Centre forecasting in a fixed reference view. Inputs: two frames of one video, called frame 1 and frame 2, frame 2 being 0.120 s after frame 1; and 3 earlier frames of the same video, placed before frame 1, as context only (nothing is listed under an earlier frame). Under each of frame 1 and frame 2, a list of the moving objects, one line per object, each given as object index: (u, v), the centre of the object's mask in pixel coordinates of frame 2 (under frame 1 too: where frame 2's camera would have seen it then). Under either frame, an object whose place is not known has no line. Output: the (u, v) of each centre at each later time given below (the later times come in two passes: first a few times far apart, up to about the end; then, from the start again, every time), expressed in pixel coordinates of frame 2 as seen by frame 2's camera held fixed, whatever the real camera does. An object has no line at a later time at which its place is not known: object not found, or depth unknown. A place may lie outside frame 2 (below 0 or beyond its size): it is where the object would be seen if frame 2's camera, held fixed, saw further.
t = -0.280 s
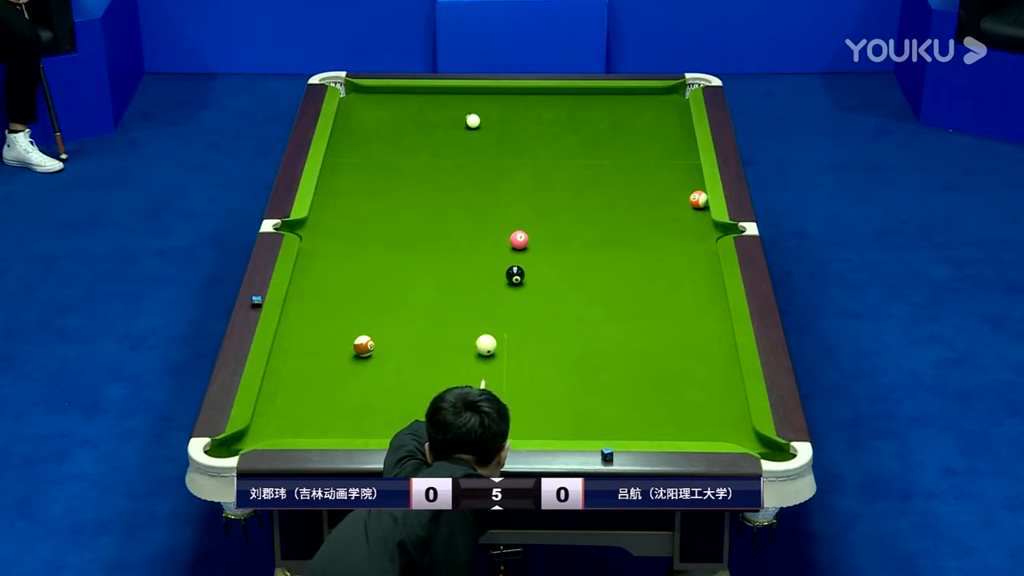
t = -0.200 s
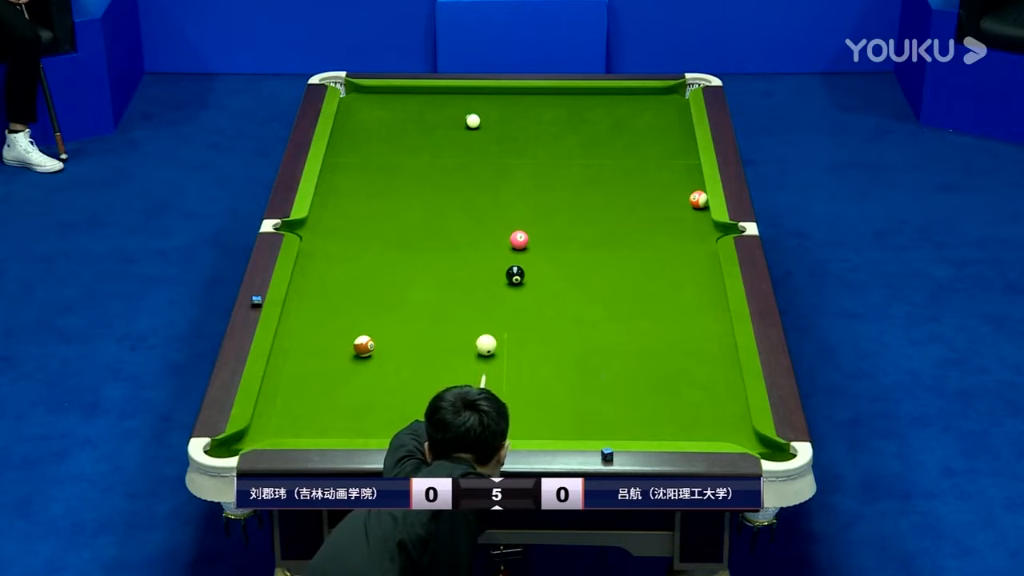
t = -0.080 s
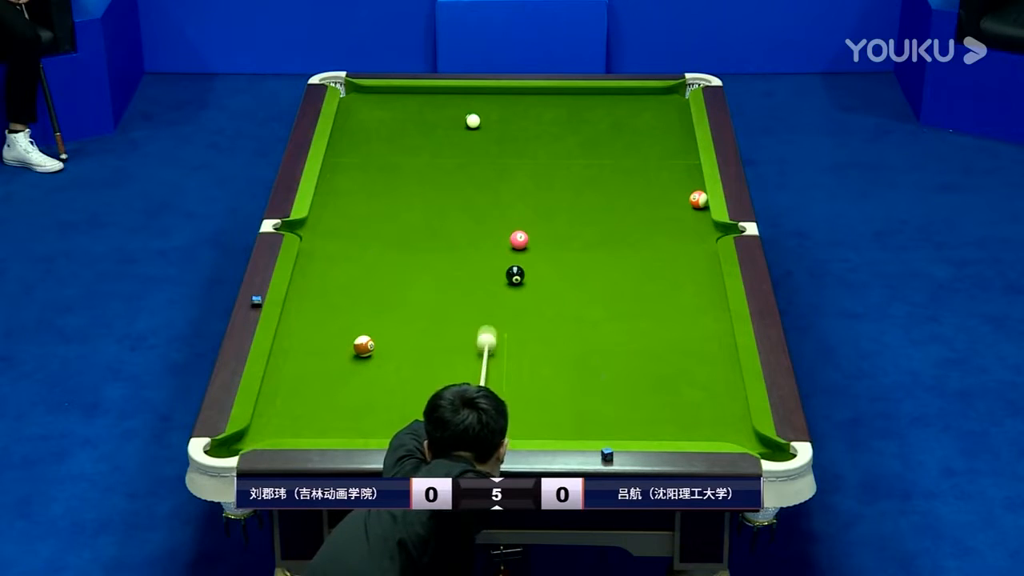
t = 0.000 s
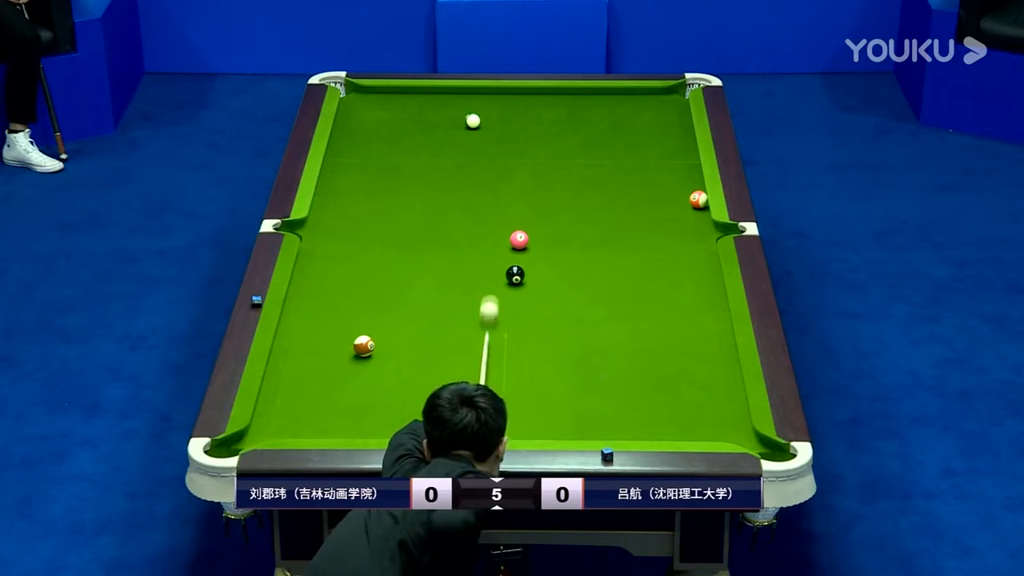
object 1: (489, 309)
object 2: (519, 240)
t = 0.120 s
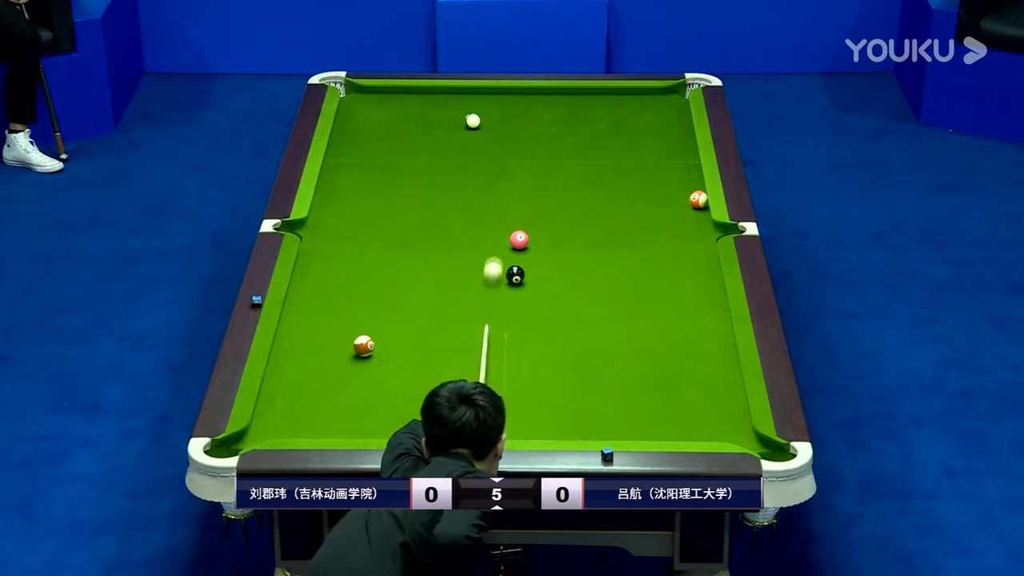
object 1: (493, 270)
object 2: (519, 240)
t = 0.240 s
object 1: (496, 237)
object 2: (519, 240)
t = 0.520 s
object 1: (502, 176)
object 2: (519, 240)
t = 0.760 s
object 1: (506, 131)
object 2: (519, 240)
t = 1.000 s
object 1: (510, 91)
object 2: (519, 240)
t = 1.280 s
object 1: (514, 123)
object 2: (519, 240)
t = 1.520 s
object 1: (517, 147)
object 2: (519, 240)
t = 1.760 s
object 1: (520, 173)
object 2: (519, 240)
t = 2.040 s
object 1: (523, 203)
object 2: (519, 240)
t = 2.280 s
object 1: (527, 229)
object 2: (519, 240)
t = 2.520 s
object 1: (544, 240)
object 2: (505, 256)
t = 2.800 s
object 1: (566, 251)
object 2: (491, 274)
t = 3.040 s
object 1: (583, 259)
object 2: (478, 289)
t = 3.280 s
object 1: (600, 267)
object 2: (466, 304)
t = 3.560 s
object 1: (618, 276)
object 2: (452, 321)
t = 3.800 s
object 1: (633, 283)
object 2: (441, 335)
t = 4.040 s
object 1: (647, 290)
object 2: (430, 349)
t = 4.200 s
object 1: (656, 294)
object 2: (422, 359)
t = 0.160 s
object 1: (494, 258)
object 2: (519, 240)
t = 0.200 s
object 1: (495, 247)
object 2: (519, 240)
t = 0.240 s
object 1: (496, 237)
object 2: (519, 240)
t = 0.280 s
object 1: (497, 228)
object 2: (519, 240)
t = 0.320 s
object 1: (498, 218)
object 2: (519, 240)
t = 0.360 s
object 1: (499, 210)
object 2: (519, 240)
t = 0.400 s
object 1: (499, 201)
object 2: (519, 240)
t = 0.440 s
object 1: (500, 192)
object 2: (519, 240)
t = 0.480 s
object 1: (501, 184)
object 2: (519, 240)
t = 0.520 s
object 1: (502, 176)
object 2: (519, 240)
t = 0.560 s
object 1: (503, 169)
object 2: (519, 240)
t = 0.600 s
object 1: (503, 161)
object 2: (519, 240)
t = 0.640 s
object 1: (504, 153)
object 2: (519, 240)
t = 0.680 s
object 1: (505, 146)
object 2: (519, 240)
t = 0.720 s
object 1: (506, 138)
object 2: (519, 240)
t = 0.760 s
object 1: (506, 131)
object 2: (519, 240)
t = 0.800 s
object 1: (507, 124)
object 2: (519, 240)
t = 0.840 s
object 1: (508, 118)
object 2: (519, 240)
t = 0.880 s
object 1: (509, 111)
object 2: (519, 240)
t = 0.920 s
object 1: (509, 104)
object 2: (519, 240)
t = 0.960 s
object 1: (510, 98)
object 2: (519, 240)
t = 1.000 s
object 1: (510, 91)
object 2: (519, 240)
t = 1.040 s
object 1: (511, 94)
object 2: (519, 240)
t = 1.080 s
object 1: (511, 100)
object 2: (519, 240)
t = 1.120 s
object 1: (512, 105)
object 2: (519, 240)
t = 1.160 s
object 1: (512, 110)
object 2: (519, 240)
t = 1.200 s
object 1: (513, 114)
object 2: (519, 240)
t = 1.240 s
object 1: (513, 119)
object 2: (519, 240)
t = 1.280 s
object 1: (514, 123)
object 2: (519, 240)
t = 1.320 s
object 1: (515, 127)
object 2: (519, 240)
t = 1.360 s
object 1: (515, 131)
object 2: (519, 240)
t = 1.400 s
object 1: (515, 135)
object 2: (519, 240)
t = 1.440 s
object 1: (516, 139)
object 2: (519, 240)
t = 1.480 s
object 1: (517, 143)
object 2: (519, 240)
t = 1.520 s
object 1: (517, 147)
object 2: (519, 240)
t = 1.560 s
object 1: (517, 152)
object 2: (519, 240)
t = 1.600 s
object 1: (518, 156)
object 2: (519, 240)
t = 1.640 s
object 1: (518, 160)
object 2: (519, 240)
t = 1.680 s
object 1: (519, 164)
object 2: (519, 240)
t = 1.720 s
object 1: (519, 168)
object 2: (519, 240)
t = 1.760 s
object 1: (520, 173)
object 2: (519, 240)
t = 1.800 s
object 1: (520, 177)
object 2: (519, 240)
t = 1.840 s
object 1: (520, 181)
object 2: (519, 240)
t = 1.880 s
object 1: (521, 186)
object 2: (519, 240)
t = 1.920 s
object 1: (521, 190)
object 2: (519, 240)
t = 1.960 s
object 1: (522, 195)
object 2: (519, 240)
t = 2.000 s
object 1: (522, 199)
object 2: (519, 240)
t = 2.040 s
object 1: (523, 203)
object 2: (519, 240)
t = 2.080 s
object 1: (523, 208)
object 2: (519, 240)
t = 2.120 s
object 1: (524, 212)
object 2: (519, 240)
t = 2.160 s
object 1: (524, 217)
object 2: (519, 240)
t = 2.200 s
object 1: (525, 221)
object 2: (519, 240)
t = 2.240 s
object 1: (526, 225)
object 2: (519, 240)
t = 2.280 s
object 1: (527, 229)
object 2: (519, 240)
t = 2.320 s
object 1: (529, 233)
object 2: (517, 242)
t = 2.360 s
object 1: (532, 234)
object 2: (514, 246)
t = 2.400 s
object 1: (535, 236)
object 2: (511, 248)
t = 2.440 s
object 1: (538, 237)
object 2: (509, 251)
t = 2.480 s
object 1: (541, 239)
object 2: (507, 253)
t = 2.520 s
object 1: (544, 240)
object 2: (505, 256)
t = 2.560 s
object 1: (547, 242)
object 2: (503, 258)
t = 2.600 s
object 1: (550, 243)
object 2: (500, 261)
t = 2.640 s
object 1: (553, 245)
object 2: (498, 264)
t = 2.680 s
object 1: (557, 247)
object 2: (496, 266)
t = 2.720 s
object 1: (559, 248)
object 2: (494, 269)
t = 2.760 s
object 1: (563, 249)
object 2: (492, 272)
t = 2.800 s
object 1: (566, 251)
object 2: (491, 274)
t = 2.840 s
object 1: (569, 252)
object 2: (492, 276)
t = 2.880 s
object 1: (572, 254)
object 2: (485, 278)
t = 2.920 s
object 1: (574, 255)
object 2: (481, 282)
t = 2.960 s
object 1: (577, 257)
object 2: (481, 284)
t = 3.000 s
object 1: (580, 258)
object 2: (480, 287)
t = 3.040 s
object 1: (583, 259)
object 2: (478, 289)
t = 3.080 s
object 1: (586, 261)
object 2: (476, 292)
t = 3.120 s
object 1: (589, 262)
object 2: (474, 294)
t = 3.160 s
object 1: (591, 263)
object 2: (472, 297)
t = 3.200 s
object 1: (594, 265)
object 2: (470, 299)
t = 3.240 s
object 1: (597, 266)
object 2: (468, 302)
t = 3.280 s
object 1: (600, 267)
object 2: (466, 304)
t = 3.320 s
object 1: (603, 268)
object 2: (464, 306)
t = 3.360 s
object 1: (605, 270)
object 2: (462, 309)
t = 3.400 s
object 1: (608, 271)
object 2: (460, 311)
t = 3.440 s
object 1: (610, 272)
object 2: (458, 314)
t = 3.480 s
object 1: (613, 274)
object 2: (456, 317)
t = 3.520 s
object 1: (616, 275)
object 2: (454, 319)
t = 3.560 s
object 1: (618, 276)
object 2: (452, 321)
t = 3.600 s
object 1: (621, 277)
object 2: (450, 324)
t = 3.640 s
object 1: (623, 279)
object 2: (448, 326)
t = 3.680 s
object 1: (626, 280)
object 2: (446, 329)
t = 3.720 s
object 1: (628, 281)
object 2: (444, 331)
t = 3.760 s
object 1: (631, 282)
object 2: (443, 333)
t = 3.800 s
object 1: (633, 283)
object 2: (441, 335)
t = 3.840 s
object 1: (636, 285)
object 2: (439, 338)
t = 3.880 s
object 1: (638, 286)
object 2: (437, 340)
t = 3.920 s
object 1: (640, 287)
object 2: (435, 343)
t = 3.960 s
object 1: (643, 288)
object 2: (433, 345)
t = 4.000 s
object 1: (645, 289)
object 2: (431, 347)
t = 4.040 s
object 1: (647, 290)
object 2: (430, 349)
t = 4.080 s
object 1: (649, 291)
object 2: (428, 352)
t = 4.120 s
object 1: (652, 292)
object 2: (426, 354)
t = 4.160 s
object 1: (654, 293)
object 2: (424, 357)
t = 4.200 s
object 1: (656, 294)
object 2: (422, 359)
